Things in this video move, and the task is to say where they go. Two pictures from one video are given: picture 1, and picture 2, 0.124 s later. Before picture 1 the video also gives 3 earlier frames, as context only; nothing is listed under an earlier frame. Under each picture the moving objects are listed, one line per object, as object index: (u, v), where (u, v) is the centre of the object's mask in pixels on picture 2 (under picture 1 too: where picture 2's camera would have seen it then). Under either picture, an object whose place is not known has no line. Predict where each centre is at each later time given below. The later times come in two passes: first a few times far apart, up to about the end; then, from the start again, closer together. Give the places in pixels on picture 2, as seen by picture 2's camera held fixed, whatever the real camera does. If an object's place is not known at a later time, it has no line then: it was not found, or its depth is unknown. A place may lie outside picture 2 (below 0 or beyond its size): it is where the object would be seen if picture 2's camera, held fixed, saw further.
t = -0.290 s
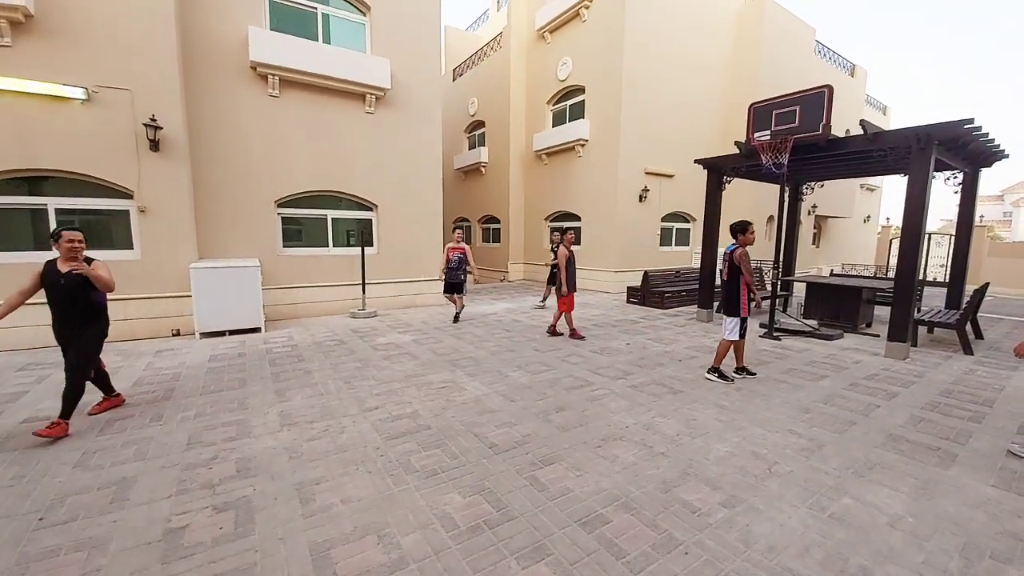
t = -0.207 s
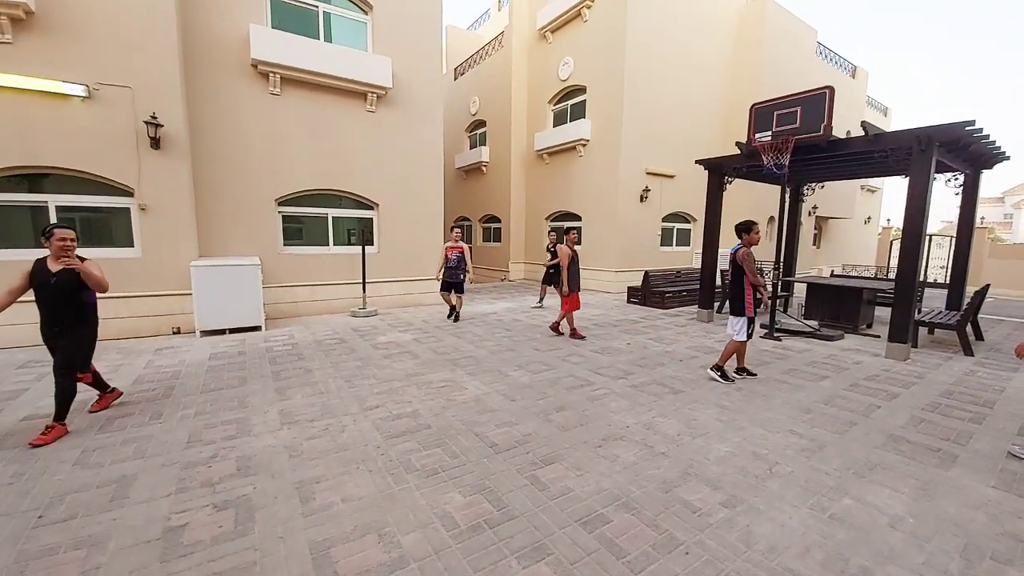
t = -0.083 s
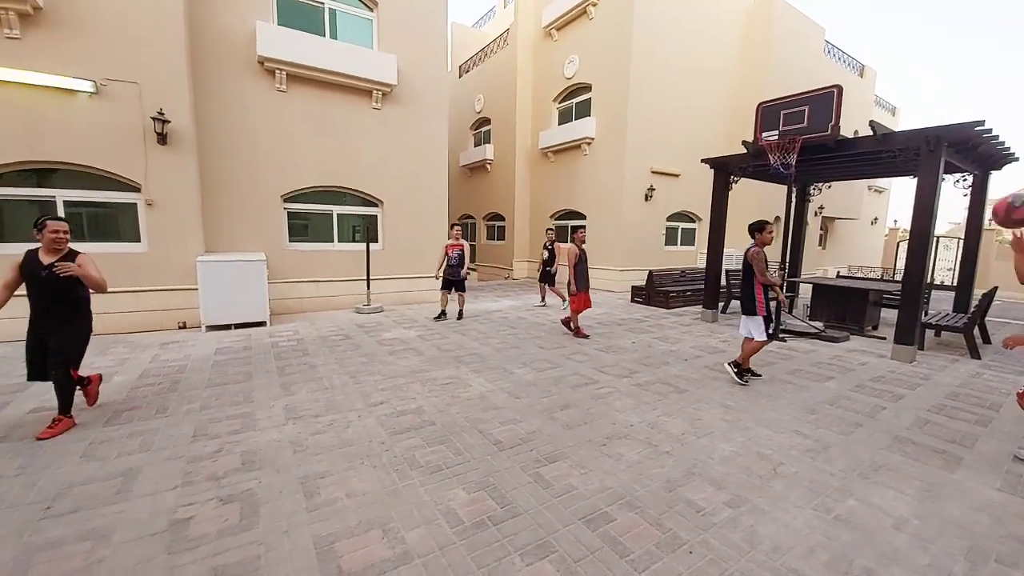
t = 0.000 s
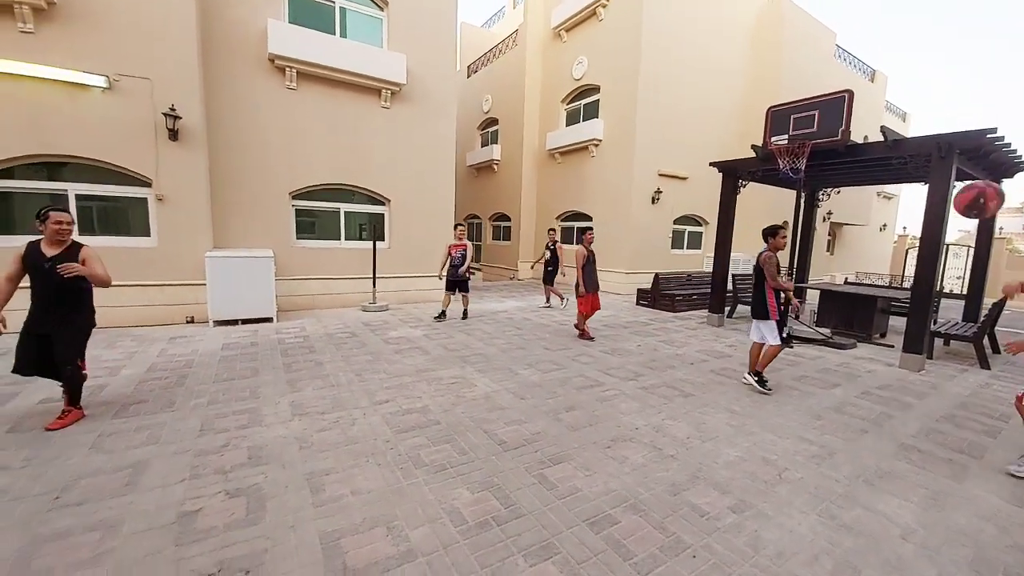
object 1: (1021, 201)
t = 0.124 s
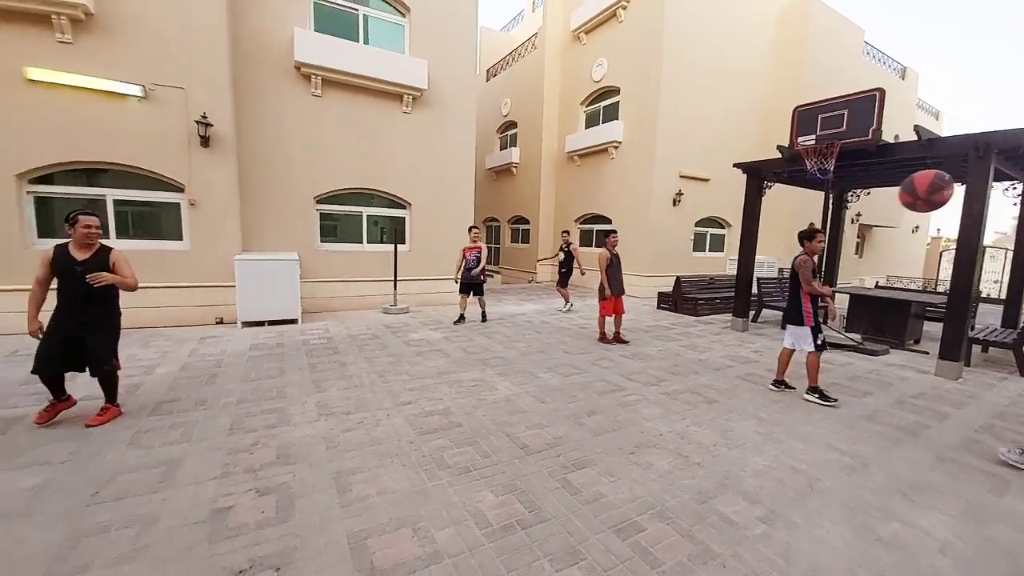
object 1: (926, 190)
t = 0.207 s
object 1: (856, 199)
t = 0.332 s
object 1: (738, 238)
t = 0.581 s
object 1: (479, 410)
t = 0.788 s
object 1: (341, 399)
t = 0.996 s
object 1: (260, 272)
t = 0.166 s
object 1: (891, 193)
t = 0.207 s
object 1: (856, 199)
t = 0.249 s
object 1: (817, 207)
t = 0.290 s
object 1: (780, 222)
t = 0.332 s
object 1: (738, 238)
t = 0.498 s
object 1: (568, 340)
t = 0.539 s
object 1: (522, 373)
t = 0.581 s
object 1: (479, 410)
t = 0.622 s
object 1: (435, 451)
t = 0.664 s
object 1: (390, 496)
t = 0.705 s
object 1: (373, 468)
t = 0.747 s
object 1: (356, 433)
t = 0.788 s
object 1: (341, 399)
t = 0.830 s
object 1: (326, 368)
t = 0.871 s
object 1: (309, 340)
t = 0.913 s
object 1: (292, 314)
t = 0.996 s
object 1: (260, 272)
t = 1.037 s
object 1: (243, 255)
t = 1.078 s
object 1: (227, 242)
